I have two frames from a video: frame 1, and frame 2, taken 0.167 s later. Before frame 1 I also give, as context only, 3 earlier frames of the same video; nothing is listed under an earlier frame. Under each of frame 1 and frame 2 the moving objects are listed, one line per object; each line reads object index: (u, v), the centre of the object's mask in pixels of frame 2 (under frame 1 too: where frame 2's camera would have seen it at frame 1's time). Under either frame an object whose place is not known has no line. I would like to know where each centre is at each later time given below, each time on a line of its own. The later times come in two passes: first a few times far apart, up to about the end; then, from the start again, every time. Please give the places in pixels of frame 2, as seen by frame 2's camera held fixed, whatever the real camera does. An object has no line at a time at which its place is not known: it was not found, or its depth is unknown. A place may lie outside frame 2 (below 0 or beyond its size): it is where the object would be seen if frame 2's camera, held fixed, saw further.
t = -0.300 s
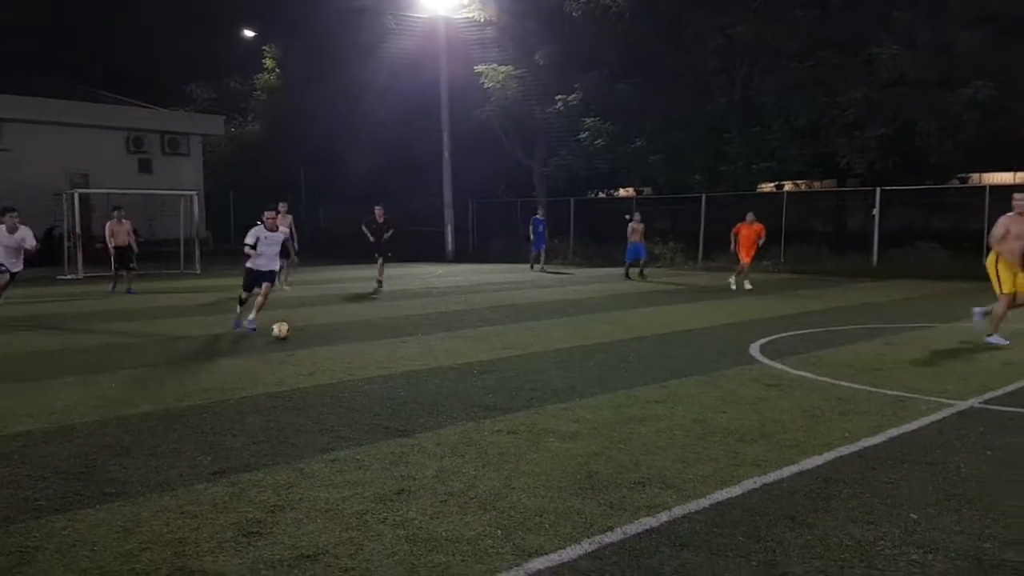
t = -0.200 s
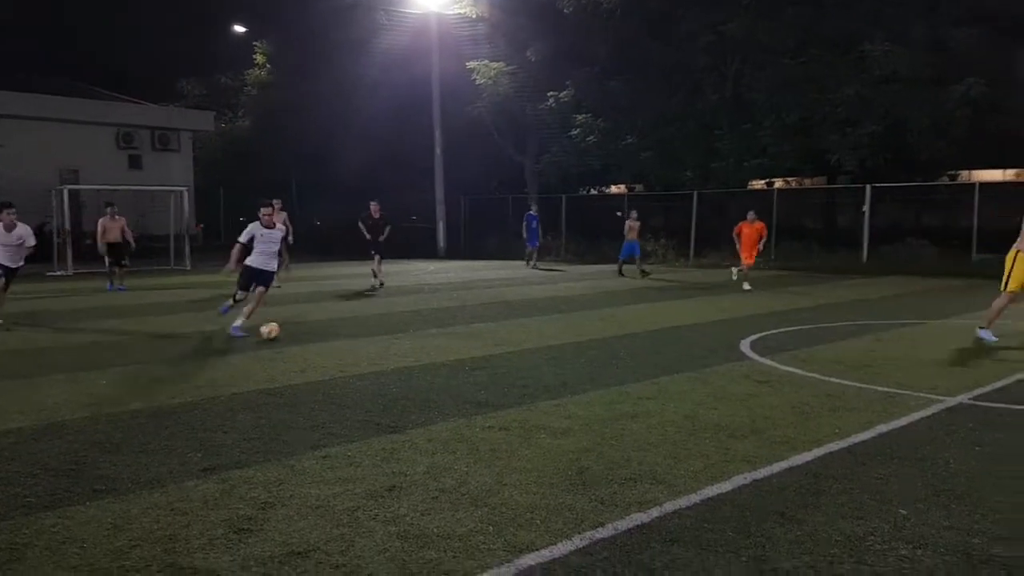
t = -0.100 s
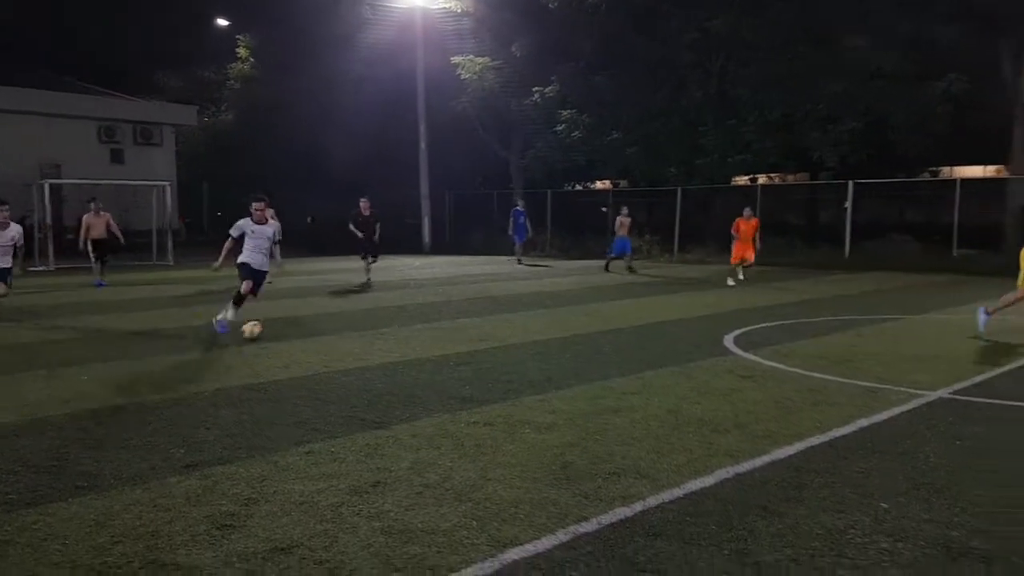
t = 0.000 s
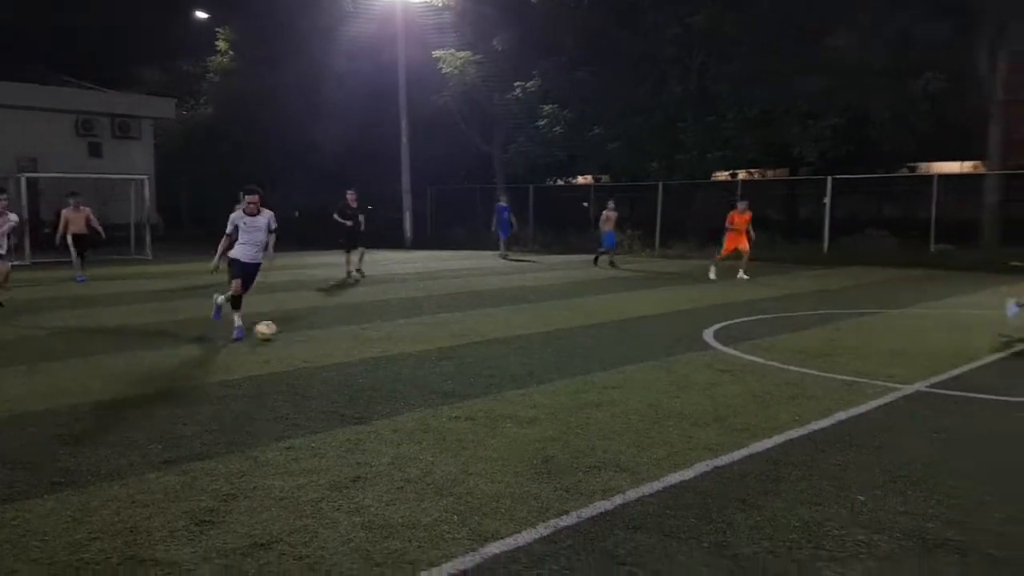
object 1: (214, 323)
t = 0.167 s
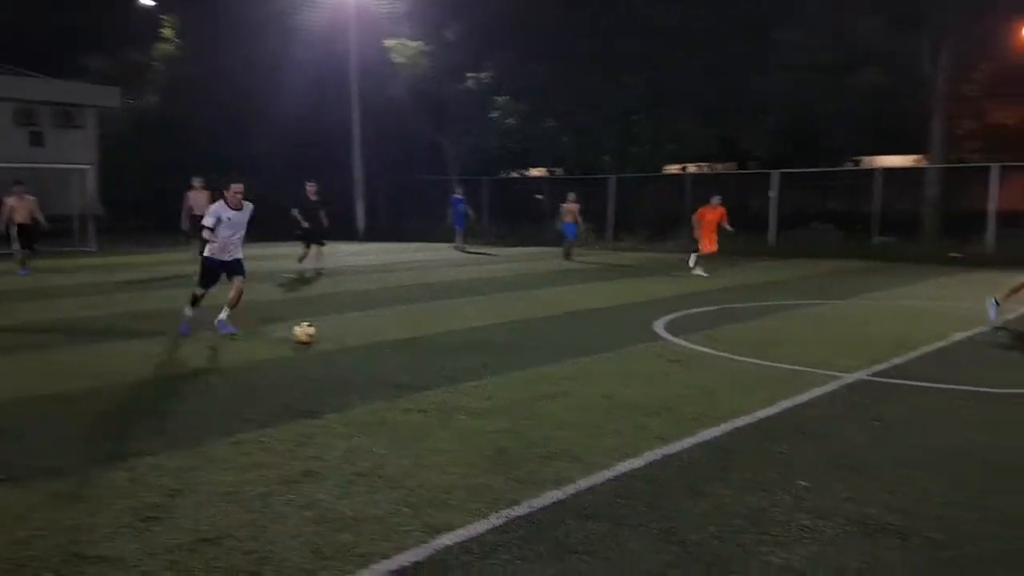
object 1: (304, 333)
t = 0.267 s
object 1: (360, 338)
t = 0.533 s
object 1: (514, 357)
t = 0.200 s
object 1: (321, 335)
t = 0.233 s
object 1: (341, 336)
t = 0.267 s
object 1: (360, 338)
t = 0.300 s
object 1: (379, 340)
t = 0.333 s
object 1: (397, 343)
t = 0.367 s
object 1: (416, 346)
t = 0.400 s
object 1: (435, 347)
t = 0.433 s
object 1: (455, 350)
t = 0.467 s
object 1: (474, 351)
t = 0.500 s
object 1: (493, 354)
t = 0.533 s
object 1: (514, 357)
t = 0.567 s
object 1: (533, 359)
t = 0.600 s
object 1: (552, 362)
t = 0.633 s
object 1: (572, 365)
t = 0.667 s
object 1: (591, 366)
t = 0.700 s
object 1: (612, 370)
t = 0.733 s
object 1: (631, 374)
